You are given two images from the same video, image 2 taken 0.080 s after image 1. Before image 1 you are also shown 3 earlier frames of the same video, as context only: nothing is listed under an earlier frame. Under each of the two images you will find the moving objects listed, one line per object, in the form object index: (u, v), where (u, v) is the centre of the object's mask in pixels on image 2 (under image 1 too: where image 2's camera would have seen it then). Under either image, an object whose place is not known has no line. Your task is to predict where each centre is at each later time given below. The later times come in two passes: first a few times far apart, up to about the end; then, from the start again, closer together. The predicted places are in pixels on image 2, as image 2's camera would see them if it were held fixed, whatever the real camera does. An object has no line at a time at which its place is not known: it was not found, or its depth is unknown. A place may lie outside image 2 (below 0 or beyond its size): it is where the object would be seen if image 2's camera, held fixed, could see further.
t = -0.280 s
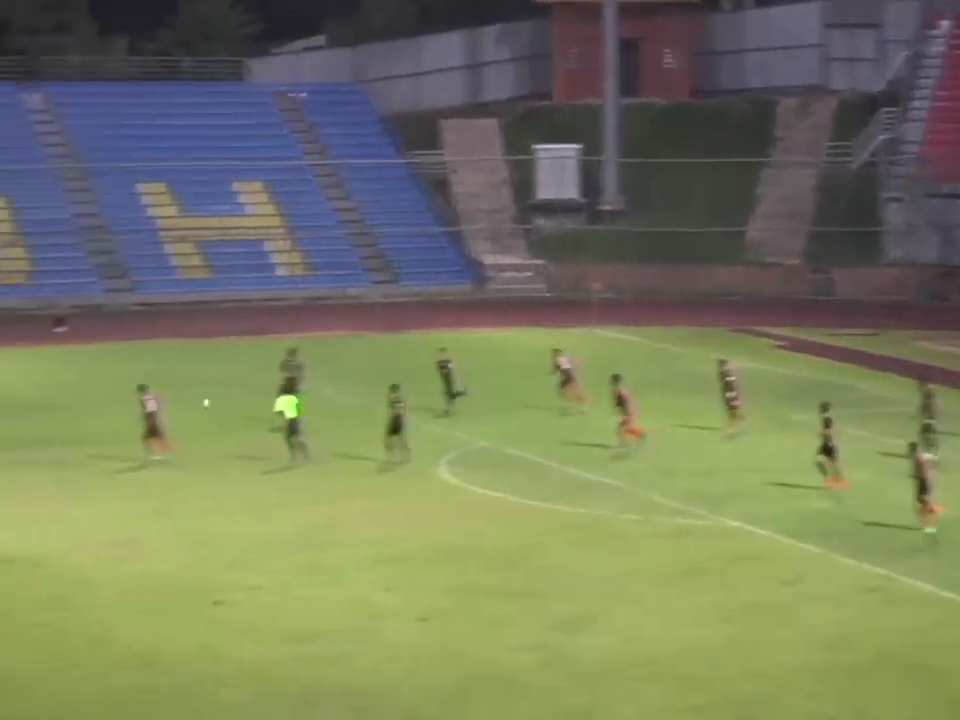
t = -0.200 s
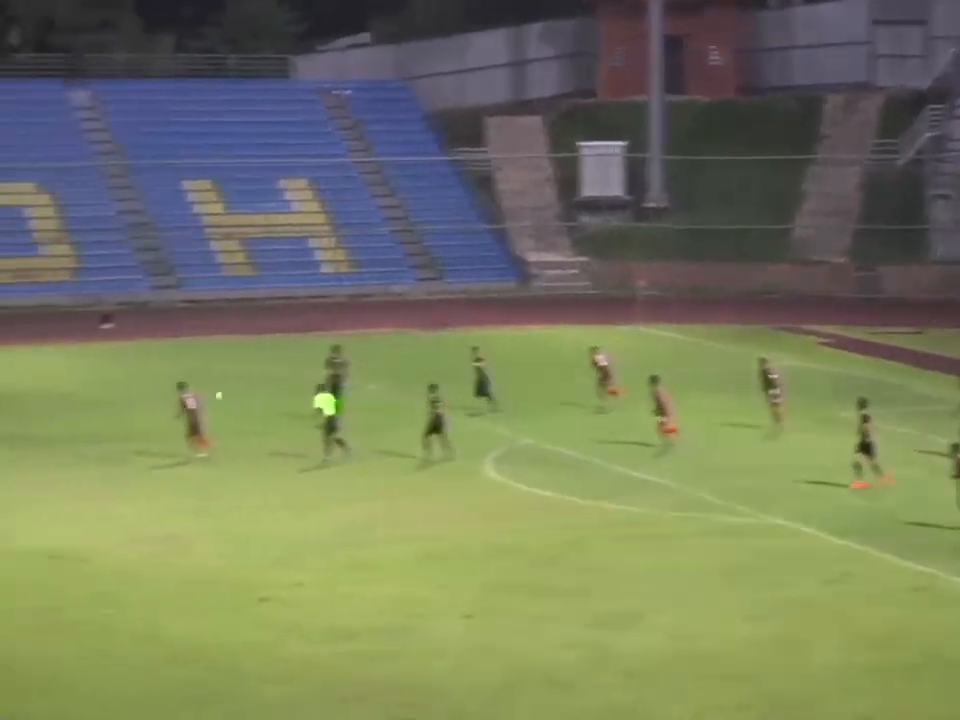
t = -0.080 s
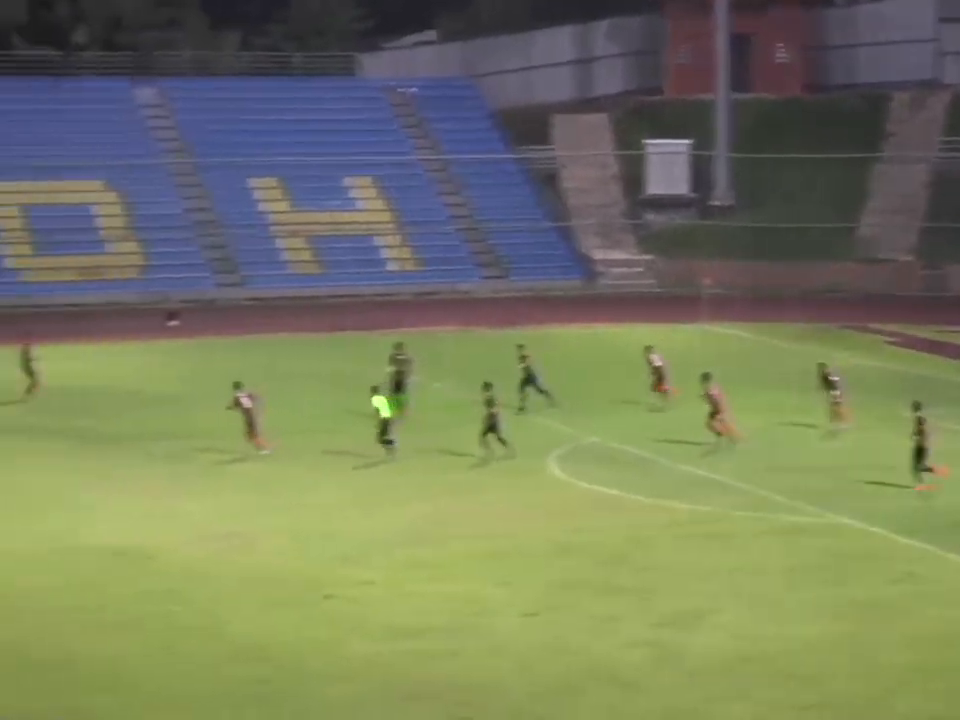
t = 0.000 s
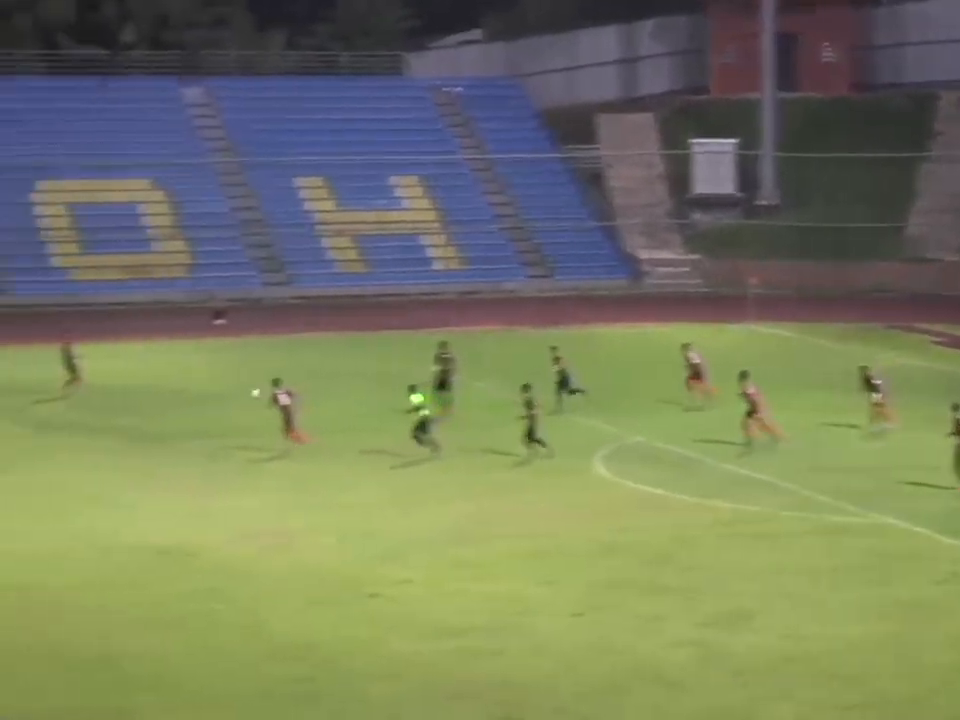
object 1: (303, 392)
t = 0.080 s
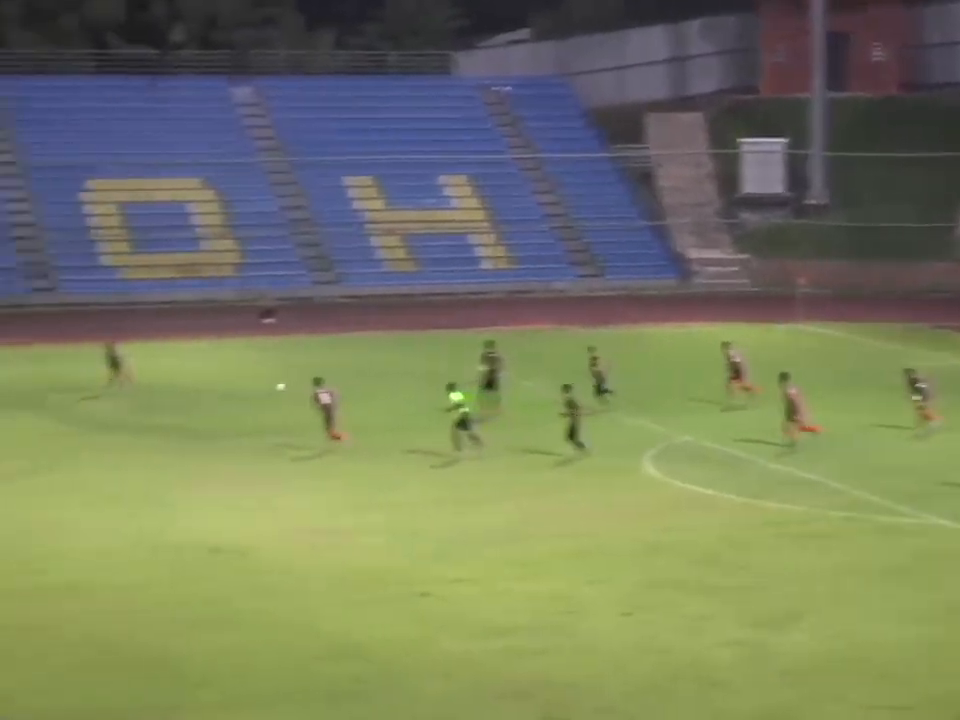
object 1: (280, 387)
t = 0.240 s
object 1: (236, 385)
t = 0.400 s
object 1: (195, 386)
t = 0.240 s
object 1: (236, 385)
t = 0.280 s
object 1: (226, 387)
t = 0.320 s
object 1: (214, 389)
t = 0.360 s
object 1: (205, 388)
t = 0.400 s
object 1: (195, 386)
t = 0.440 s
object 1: (186, 385)
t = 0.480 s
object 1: (177, 385)
